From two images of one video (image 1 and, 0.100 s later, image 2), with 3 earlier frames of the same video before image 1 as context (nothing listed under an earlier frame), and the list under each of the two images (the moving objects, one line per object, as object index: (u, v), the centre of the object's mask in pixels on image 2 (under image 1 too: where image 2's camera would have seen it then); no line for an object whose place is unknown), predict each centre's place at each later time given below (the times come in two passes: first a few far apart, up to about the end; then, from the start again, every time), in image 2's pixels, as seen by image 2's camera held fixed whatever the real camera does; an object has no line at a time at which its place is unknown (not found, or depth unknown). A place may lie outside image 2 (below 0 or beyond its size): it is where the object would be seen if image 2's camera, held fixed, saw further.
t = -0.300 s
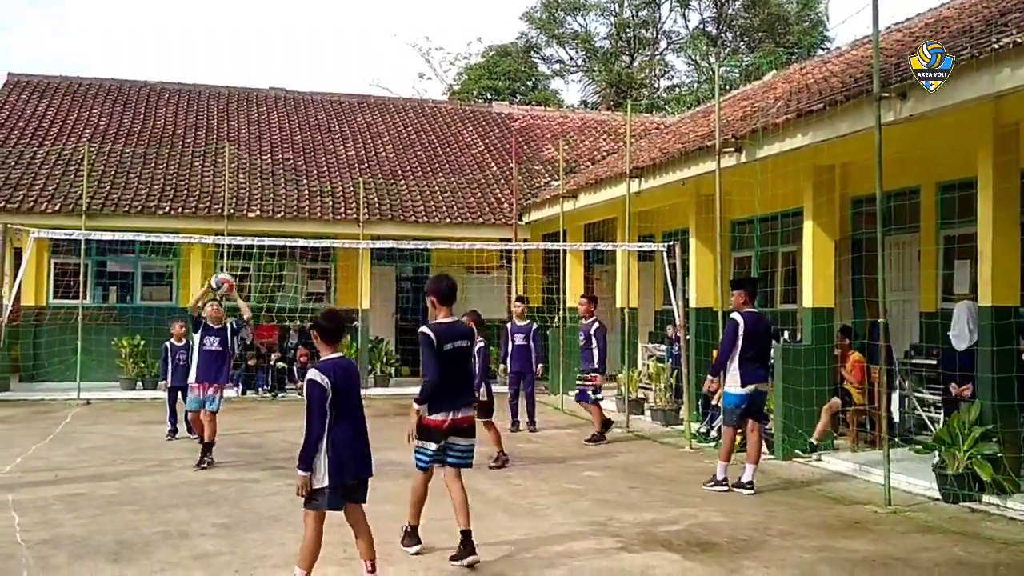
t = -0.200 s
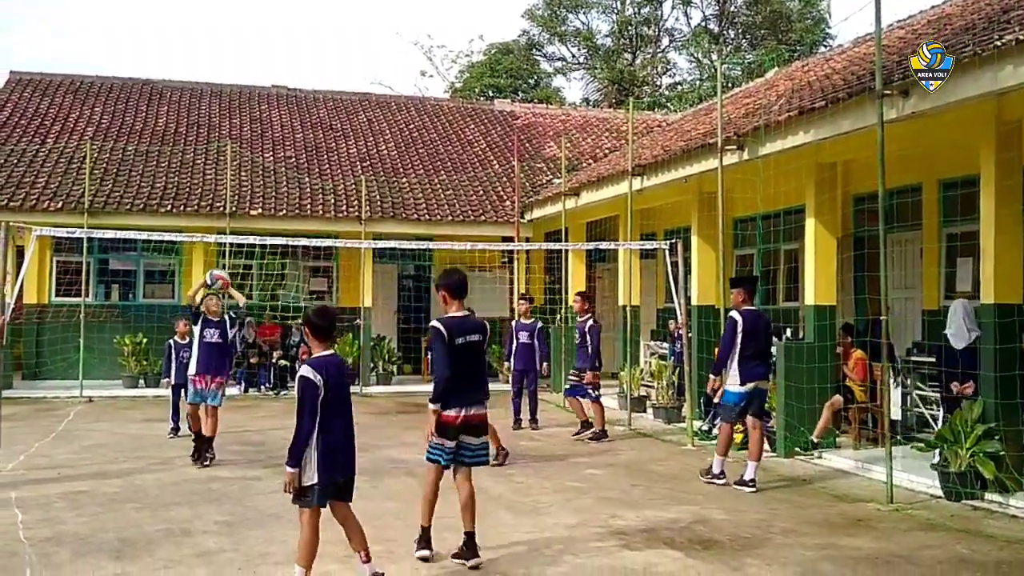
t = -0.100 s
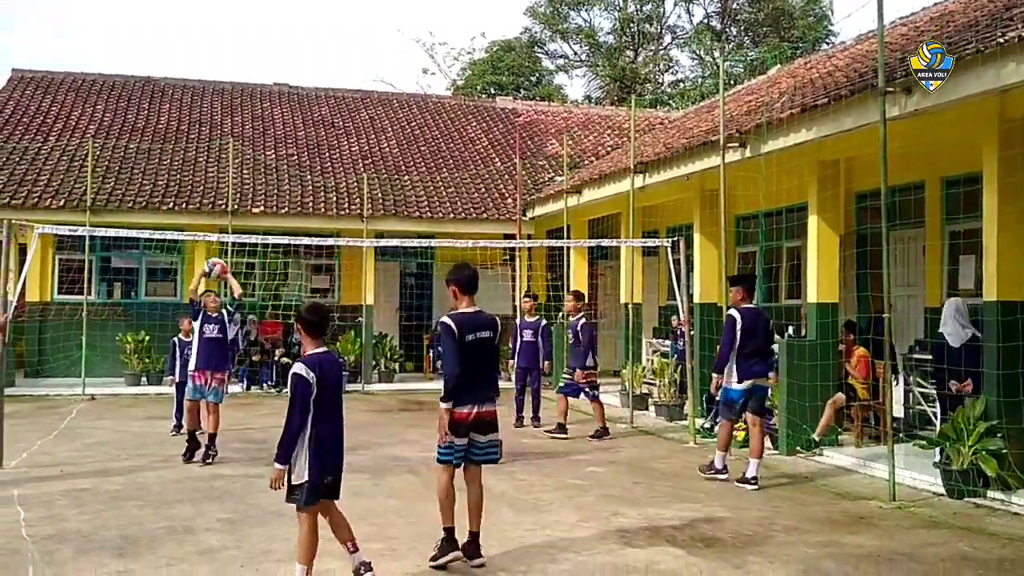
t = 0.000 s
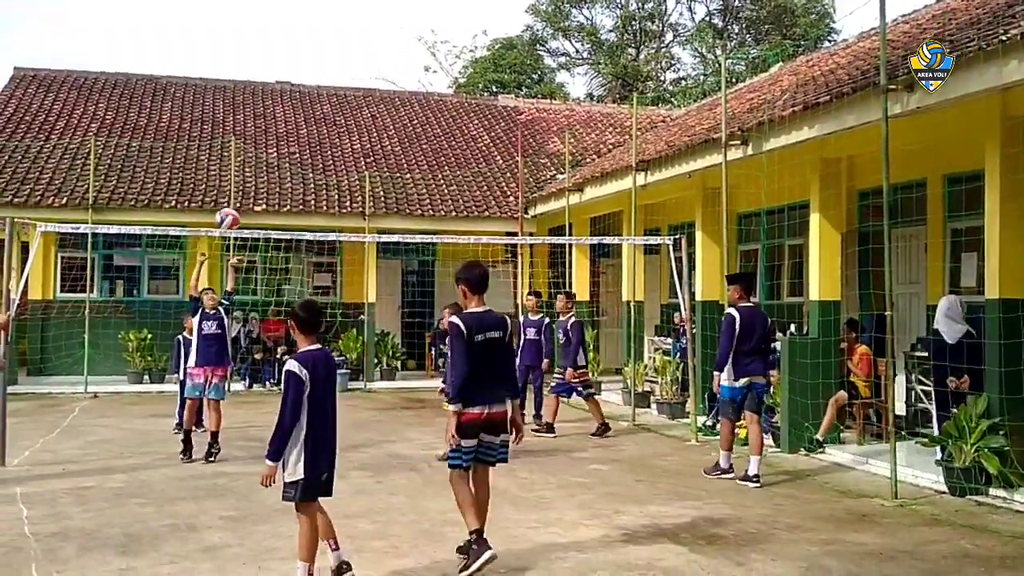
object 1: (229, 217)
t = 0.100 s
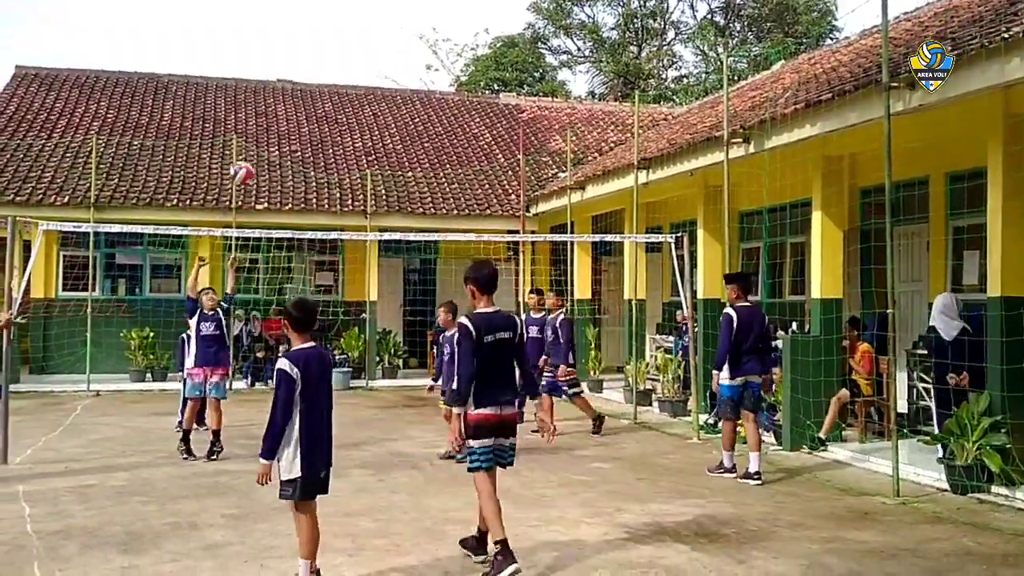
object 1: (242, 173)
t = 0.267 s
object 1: (263, 120)
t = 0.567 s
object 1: (306, 100)
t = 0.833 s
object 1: (352, 182)
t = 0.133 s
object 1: (246, 160)
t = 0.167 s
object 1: (250, 148)
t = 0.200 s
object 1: (255, 138)
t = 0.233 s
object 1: (259, 128)
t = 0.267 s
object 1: (263, 120)
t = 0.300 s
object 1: (268, 113)
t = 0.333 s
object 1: (273, 107)
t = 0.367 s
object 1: (278, 102)
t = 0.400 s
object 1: (282, 98)
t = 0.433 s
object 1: (287, 95)
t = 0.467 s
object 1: (292, 95)
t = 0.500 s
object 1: (297, 95)
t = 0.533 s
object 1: (302, 97)
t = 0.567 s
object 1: (306, 100)
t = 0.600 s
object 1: (312, 105)
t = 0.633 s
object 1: (318, 111)
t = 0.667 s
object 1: (323, 119)
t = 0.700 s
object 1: (328, 128)
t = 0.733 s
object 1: (334, 139)
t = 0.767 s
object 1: (339, 152)
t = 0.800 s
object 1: (346, 166)
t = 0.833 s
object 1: (352, 182)
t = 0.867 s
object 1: (356, 200)
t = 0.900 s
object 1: (363, 220)
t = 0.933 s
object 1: (368, 241)
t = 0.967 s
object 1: (374, 265)
